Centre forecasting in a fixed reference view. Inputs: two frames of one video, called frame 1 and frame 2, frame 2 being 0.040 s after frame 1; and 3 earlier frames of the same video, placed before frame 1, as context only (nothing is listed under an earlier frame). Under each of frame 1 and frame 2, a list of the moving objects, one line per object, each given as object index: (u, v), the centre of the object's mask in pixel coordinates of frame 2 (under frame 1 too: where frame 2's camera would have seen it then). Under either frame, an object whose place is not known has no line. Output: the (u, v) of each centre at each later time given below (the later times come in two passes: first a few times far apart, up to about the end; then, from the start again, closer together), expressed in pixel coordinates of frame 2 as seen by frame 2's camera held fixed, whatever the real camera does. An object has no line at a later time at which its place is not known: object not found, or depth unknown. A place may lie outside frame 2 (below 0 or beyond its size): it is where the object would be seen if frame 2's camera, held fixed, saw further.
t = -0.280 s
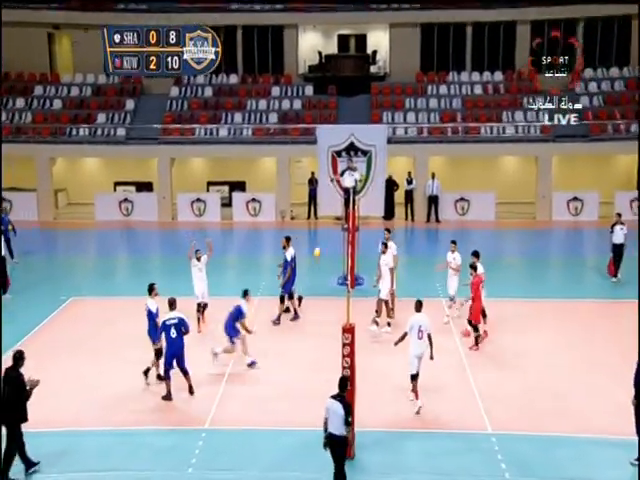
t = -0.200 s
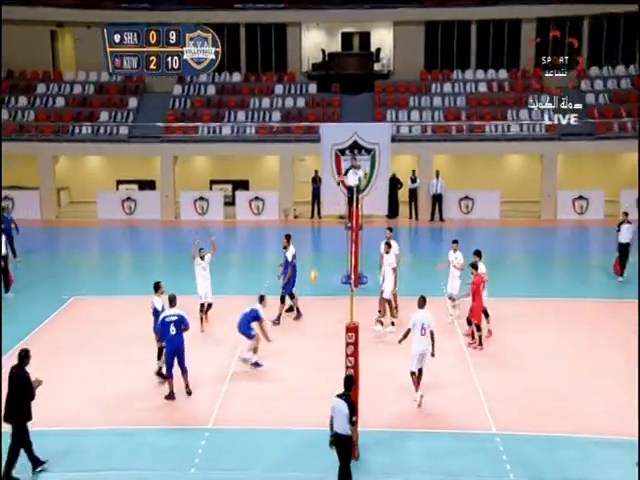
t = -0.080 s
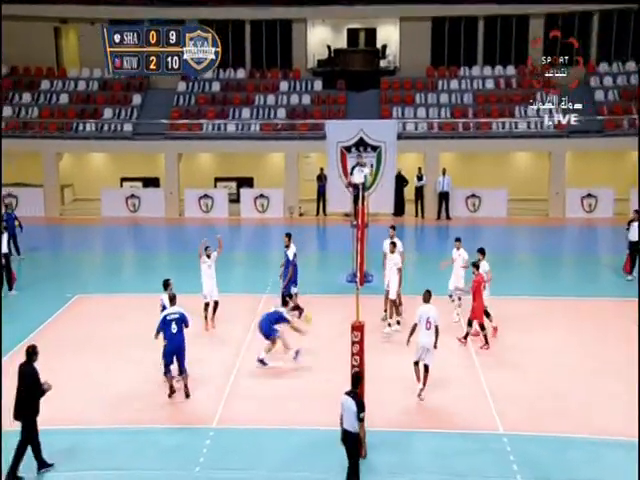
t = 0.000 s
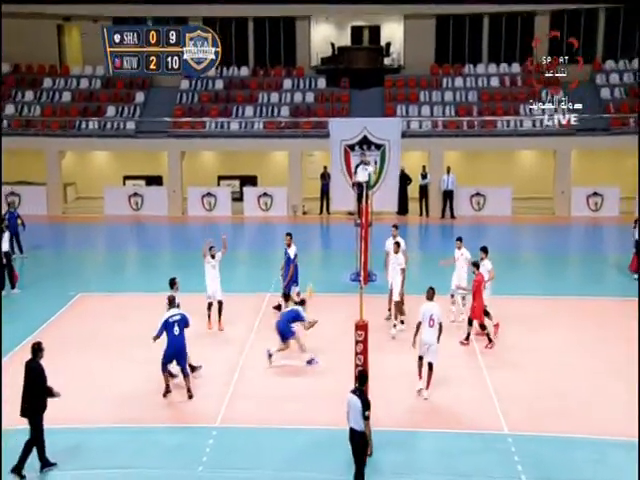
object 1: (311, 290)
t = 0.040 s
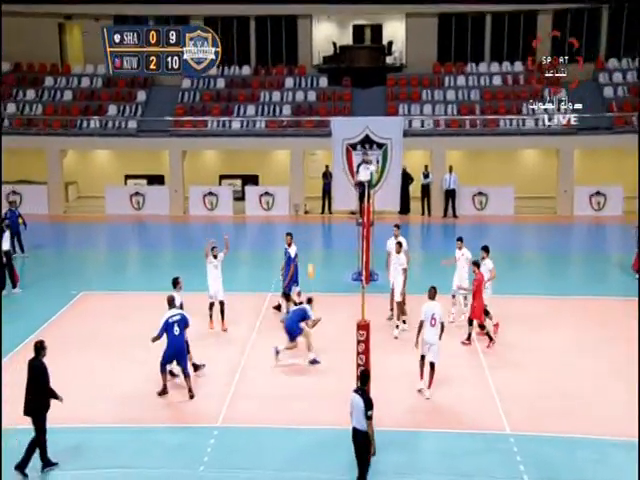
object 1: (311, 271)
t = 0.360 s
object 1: (304, 150)
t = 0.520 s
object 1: (301, 114)
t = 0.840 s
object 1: (291, 79)
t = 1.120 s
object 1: (287, 92)
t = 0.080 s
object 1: (310, 254)
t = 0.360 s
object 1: (304, 150)
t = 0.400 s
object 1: (304, 140)
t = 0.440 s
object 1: (302, 131)
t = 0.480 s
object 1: (302, 122)
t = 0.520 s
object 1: (301, 114)
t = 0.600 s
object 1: (299, 99)
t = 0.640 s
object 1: (298, 94)
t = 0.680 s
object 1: (297, 90)
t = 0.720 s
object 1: (295, 84)
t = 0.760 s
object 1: (294, 82)
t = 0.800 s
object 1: (293, 81)
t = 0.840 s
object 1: (291, 79)
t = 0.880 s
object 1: (290, 78)
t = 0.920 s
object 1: (290, 79)
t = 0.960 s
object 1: (289, 79)
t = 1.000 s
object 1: (289, 79)
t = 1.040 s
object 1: (288, 83)
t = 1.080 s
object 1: (287, 88)
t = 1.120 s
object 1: (287, 92)
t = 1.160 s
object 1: (285, 96)
